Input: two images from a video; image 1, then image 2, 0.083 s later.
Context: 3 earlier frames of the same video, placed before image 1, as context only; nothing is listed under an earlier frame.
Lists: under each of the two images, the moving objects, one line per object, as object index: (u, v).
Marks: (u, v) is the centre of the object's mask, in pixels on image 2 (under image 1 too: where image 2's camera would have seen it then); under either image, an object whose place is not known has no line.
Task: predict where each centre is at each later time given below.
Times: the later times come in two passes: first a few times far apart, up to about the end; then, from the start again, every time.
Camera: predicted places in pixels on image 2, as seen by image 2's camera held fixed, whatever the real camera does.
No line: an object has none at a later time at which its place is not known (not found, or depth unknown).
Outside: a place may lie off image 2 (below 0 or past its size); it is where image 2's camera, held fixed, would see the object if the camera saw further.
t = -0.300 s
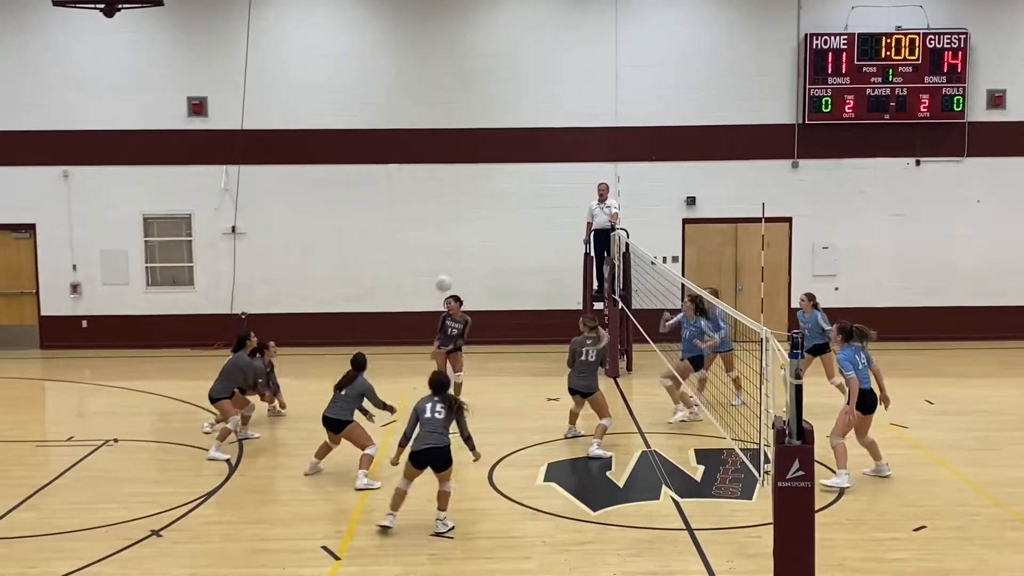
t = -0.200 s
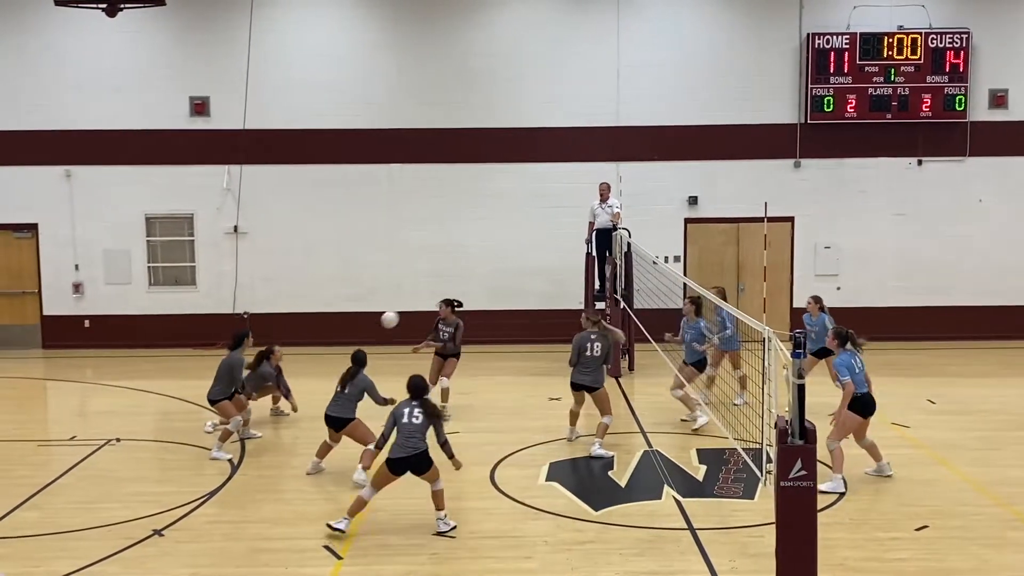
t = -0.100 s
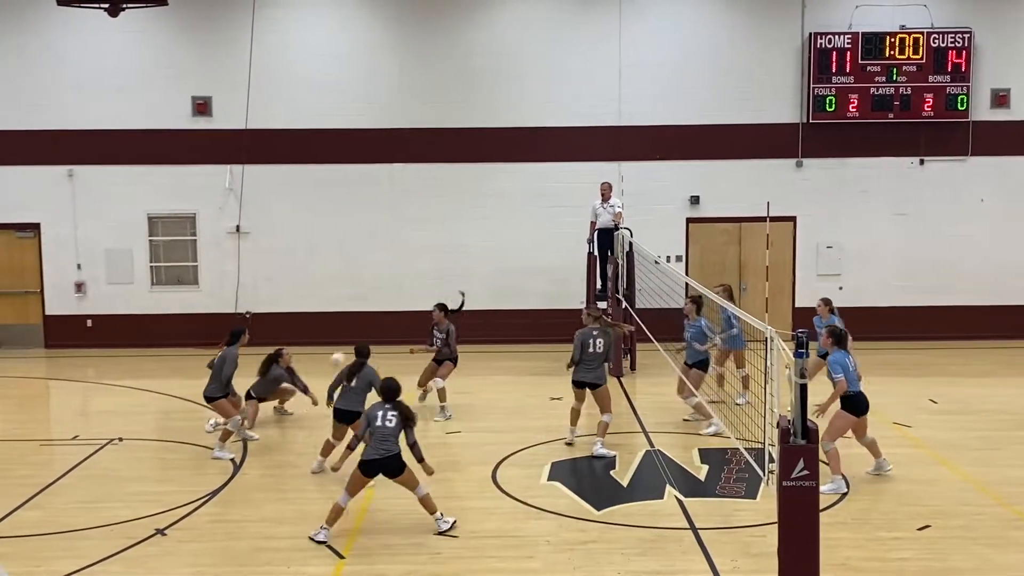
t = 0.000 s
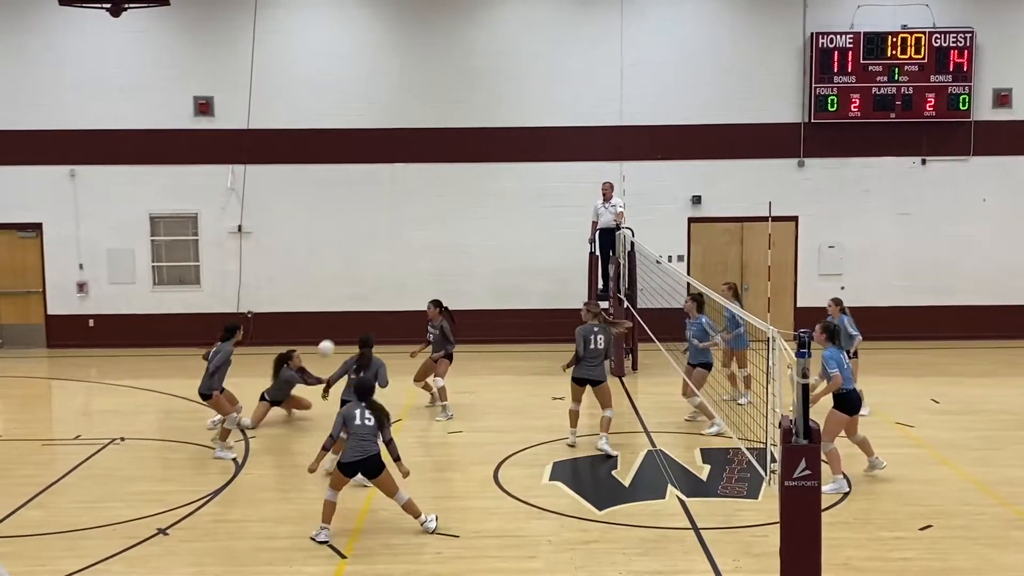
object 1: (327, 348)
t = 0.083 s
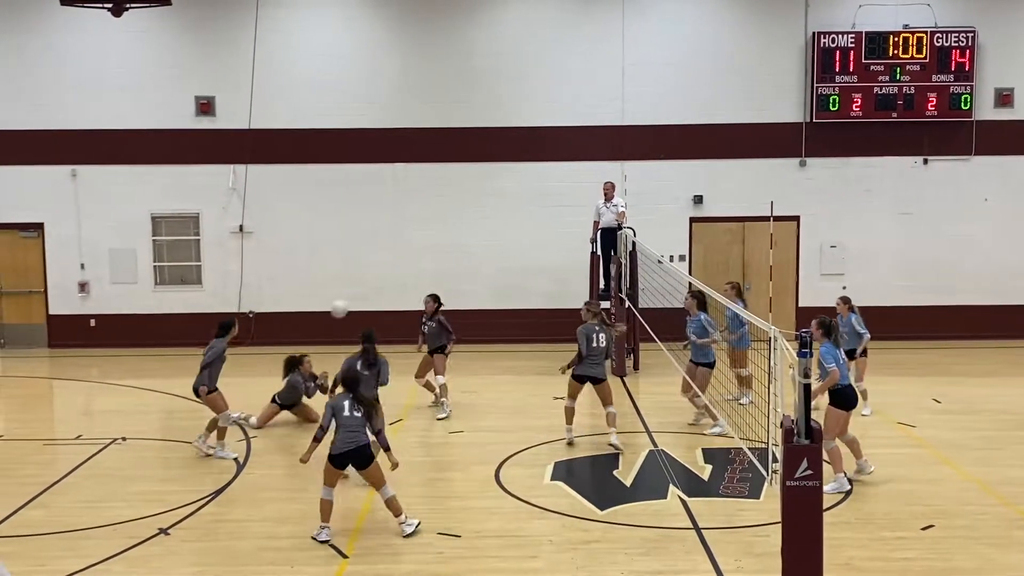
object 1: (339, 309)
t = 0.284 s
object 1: (369, 229)
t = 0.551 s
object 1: (415, 167)
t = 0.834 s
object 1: (469, 167)
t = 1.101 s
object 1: (524, 236)
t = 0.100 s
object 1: (342, 300)
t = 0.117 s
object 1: (344, 293)
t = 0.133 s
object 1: (346, 286)
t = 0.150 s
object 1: (349, 278)
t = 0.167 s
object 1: (351, 272)
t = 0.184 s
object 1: (354, 265)
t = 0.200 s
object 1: (356, 259)
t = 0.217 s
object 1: (358, 252)
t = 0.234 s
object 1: (361, 246)
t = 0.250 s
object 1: (364, 240)
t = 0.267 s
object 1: (367, 235)
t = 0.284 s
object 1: (369, 229)
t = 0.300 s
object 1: (372, 223)
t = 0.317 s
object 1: (375, 218)
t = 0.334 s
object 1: (378, 213)
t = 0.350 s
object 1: (380, 208)
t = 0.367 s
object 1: (383, 204)
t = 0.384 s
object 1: (386, 200)
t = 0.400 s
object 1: (389, 195)
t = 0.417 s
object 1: (392, 191)
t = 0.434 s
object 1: (395, 187)
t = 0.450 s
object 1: (397, 184)
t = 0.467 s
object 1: (400, 181)
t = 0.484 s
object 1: (403, 177)
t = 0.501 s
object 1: (406, 174)
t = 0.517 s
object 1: (409, 172)
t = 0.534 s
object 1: (412, 170)
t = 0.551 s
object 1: (415, 167)
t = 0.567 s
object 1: (418, 166)
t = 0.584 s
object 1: (421, 164)
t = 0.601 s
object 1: (424, 162)
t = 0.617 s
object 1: (427, 161)
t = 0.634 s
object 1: (430, 160)
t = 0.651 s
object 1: (433, 159)
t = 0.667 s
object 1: (437, 159)
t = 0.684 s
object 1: (440, 158)
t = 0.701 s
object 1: (443, 158)
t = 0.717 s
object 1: (446, 158)
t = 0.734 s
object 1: (449, 159)
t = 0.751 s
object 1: (452, 159)
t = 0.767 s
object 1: (456, 160)
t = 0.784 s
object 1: (459, 161)
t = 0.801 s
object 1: (462, 163)
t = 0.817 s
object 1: (466, 165)
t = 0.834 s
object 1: (469, 167)
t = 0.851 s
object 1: (472, 169)
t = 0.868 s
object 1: (474, 171)
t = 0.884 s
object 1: (479, 175)
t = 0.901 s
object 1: (483, 178)
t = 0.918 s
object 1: (486, 181)
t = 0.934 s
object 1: (489, 185)
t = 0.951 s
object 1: (492, 188)
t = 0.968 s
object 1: (496, 193)
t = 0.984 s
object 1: (499, 197)
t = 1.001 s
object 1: (503, 202)
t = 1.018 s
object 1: (506, 206)
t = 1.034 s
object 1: (510, 212)
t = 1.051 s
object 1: (512, 218)
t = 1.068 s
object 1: (517, 224)
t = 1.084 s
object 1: (520, 230)
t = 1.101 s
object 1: (524, 236)
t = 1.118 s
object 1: (528, 243)
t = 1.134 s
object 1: (531, 251)
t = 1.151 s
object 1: (535, 258)
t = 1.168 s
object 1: (539, 265)
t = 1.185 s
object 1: (543, 273)
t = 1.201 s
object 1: (547, 281)
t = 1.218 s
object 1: (551, 290)
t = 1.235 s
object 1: (554, 299)
